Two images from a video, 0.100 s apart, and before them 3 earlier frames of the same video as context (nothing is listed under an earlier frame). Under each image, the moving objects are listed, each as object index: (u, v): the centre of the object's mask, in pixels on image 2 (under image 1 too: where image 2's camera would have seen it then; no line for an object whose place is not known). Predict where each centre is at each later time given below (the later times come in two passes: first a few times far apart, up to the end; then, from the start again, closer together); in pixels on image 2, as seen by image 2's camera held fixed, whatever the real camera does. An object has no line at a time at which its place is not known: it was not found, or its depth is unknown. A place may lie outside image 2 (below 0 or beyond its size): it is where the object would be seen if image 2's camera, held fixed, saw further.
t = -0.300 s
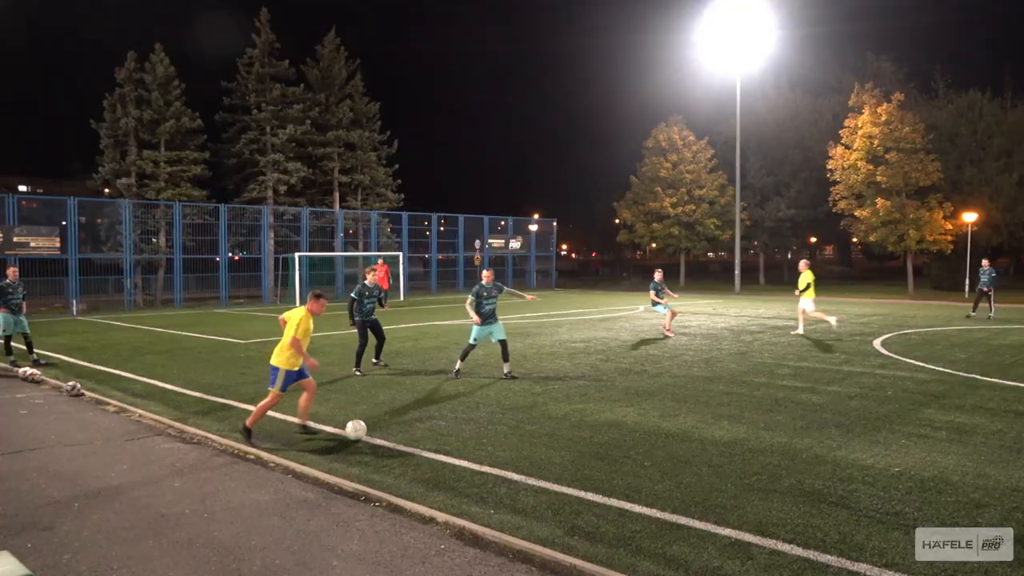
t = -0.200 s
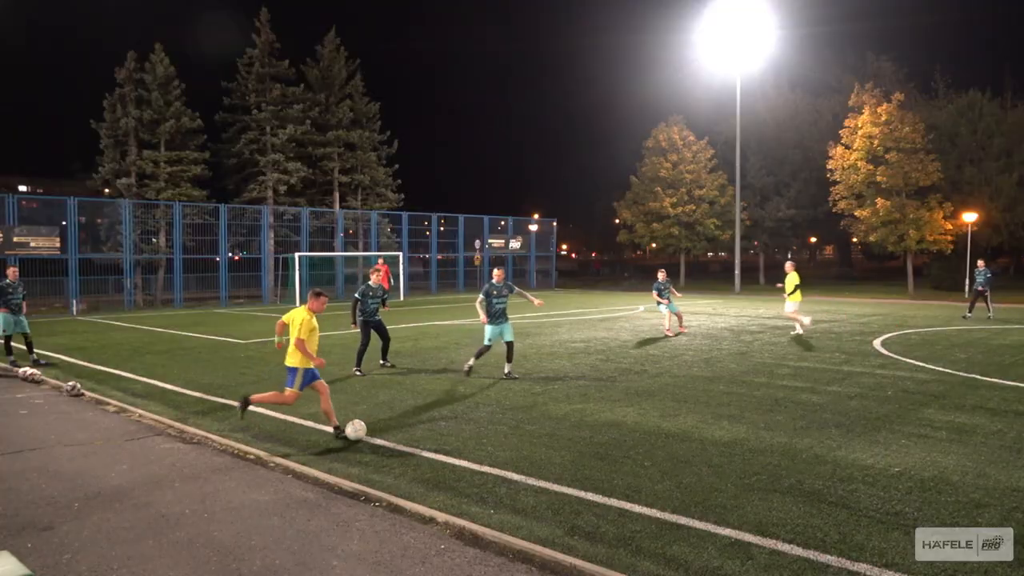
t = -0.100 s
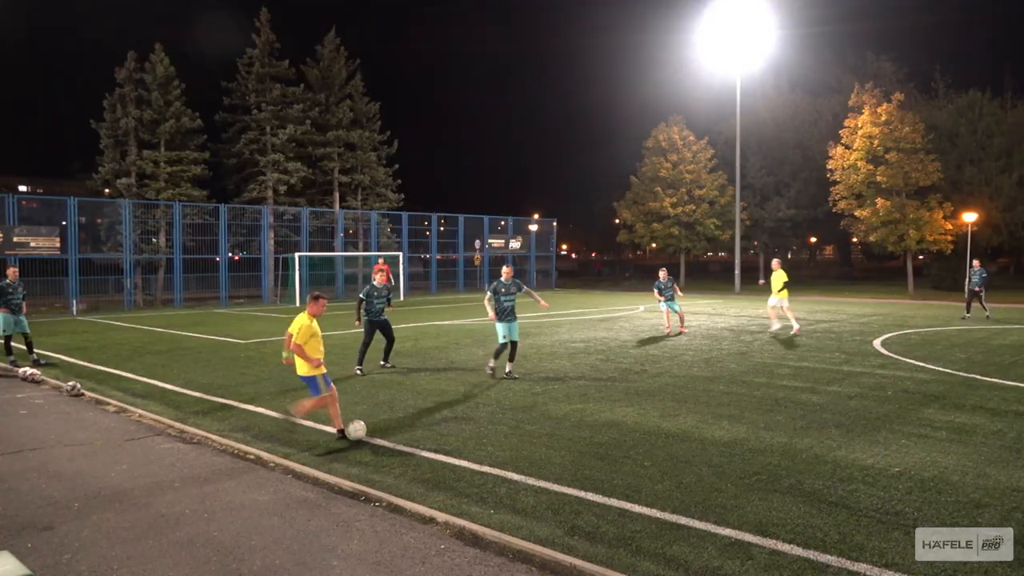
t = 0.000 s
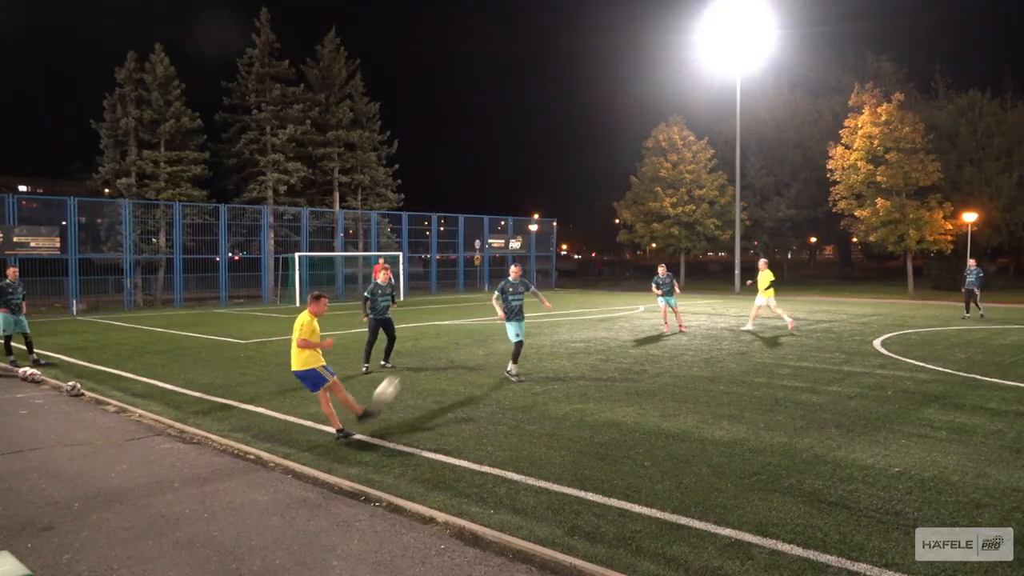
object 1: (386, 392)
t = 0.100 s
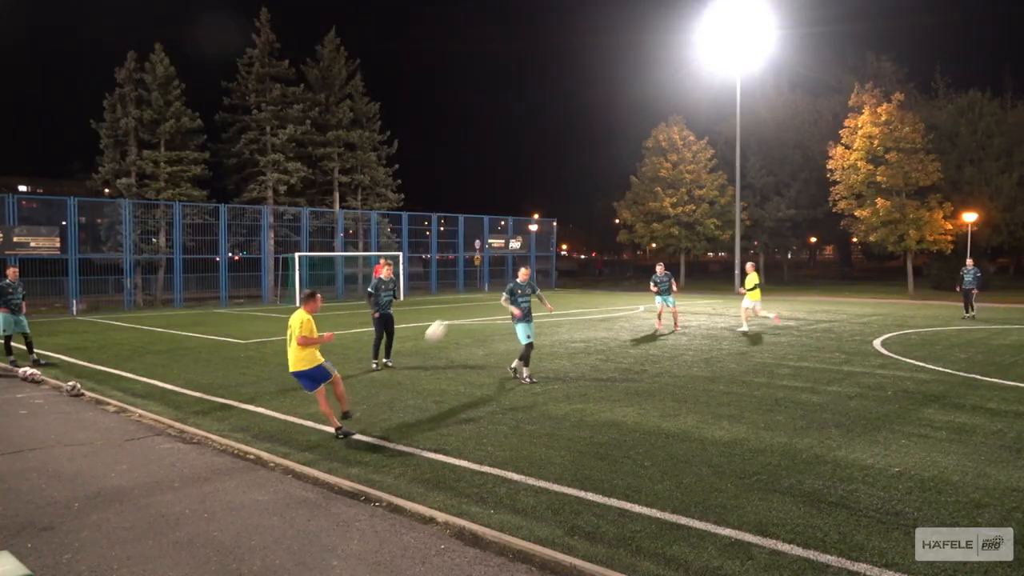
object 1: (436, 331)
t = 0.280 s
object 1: (499, 265)
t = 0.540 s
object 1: (555, 228)
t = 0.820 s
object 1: (590, 229)
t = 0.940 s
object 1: (600, 239)
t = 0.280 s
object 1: (499, 265)
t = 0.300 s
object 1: (505, 261)
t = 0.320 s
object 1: (510, 256)
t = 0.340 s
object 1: (515, 251)
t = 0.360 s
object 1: (519, 248)
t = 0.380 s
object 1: (525, 245)
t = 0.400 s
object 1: (529, 242)
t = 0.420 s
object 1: (533, 239)
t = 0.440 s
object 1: (537, 236)
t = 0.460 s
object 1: (541, 234)
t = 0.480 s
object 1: (545, 232)
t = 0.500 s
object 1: (548, 230)
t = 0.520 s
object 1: (552, 229)
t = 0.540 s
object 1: (555, 228)
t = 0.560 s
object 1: (558, 226)
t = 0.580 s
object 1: (561, 226)
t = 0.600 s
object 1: (564, 225)
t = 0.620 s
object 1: (567, 225)
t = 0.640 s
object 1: (570, 224)
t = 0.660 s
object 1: (572, 224)
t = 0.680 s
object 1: (575, 224)
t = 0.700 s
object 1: (577, 225)
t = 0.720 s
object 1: (579, 225)
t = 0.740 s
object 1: (581, 226)
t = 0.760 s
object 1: (584, 226)
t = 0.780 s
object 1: (586, 227)
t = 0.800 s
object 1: (588, 228)
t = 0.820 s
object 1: (590, 229)
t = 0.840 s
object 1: (591, 231)
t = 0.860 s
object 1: (593, 232)
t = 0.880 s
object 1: (595, 234)
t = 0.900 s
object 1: (597, 235)
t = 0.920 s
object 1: (598, 237)
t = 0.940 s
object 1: (600, 239)
